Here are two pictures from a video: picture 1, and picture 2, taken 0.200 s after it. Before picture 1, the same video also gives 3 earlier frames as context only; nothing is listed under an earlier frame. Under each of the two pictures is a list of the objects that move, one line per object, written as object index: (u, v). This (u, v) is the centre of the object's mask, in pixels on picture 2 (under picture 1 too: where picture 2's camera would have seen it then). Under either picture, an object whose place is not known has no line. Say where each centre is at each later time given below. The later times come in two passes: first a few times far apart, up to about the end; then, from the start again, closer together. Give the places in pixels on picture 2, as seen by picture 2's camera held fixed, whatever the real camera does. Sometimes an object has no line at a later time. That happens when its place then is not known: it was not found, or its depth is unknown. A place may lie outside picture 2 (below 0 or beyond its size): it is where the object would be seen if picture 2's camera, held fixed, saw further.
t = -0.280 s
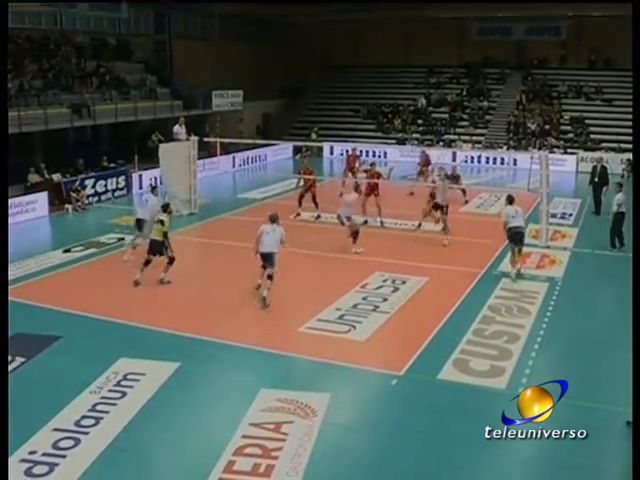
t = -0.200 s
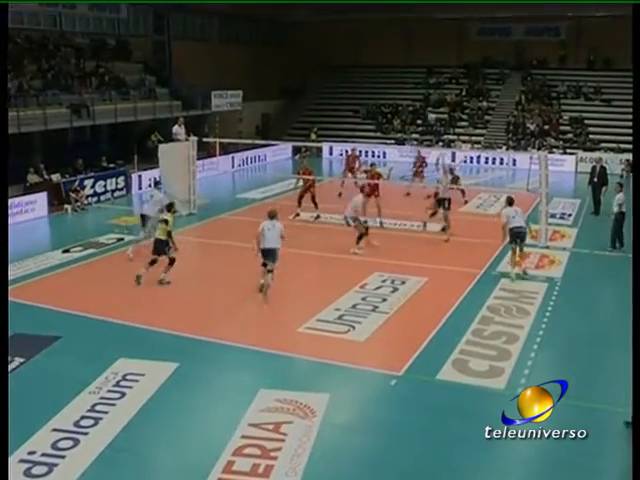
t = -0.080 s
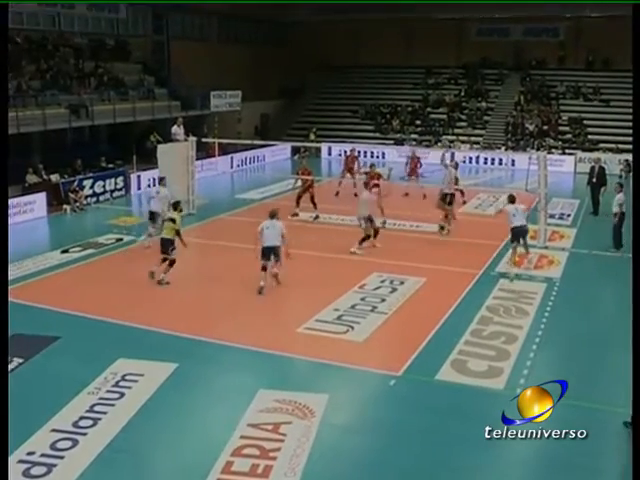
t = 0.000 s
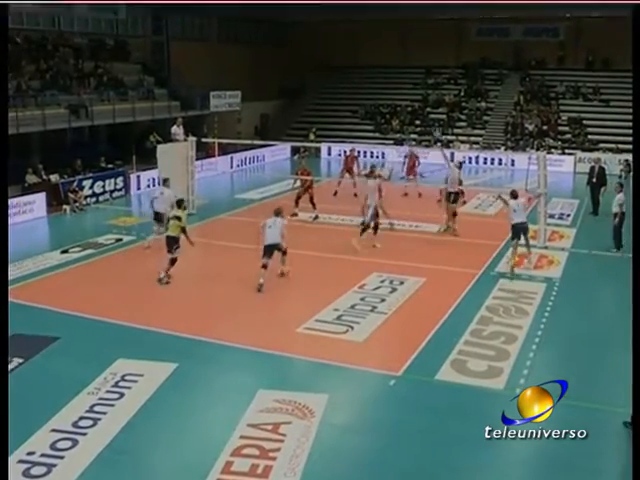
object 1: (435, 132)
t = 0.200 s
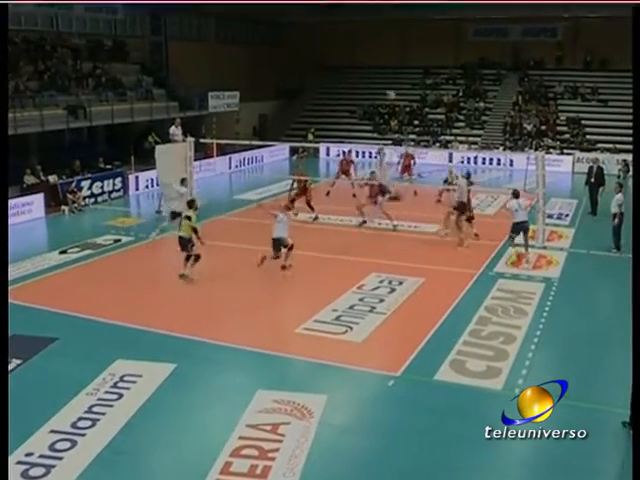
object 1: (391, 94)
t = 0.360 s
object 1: (356, 75)
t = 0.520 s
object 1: (325, 66)
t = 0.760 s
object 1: (280, 70)
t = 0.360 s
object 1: (356, 75)
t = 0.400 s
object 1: (348, 72)
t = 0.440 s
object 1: (340, 70)
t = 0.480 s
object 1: (333, 68)
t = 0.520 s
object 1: (325, 66)
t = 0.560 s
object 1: (316, 65)
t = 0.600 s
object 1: (309, 65)
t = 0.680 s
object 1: (295, 67)
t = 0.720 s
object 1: (287, 68)
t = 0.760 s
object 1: (280, 70)
